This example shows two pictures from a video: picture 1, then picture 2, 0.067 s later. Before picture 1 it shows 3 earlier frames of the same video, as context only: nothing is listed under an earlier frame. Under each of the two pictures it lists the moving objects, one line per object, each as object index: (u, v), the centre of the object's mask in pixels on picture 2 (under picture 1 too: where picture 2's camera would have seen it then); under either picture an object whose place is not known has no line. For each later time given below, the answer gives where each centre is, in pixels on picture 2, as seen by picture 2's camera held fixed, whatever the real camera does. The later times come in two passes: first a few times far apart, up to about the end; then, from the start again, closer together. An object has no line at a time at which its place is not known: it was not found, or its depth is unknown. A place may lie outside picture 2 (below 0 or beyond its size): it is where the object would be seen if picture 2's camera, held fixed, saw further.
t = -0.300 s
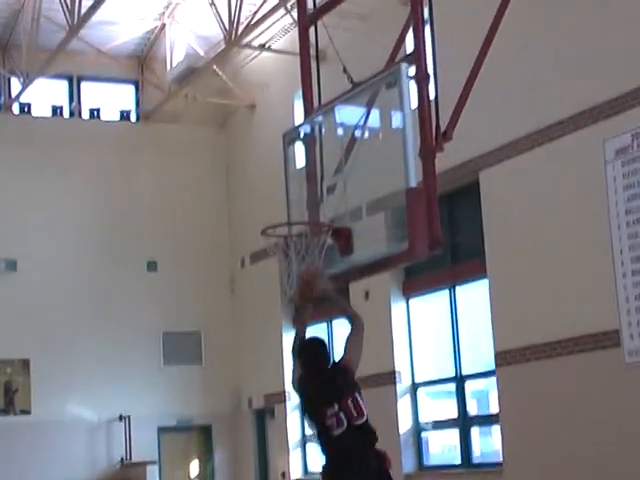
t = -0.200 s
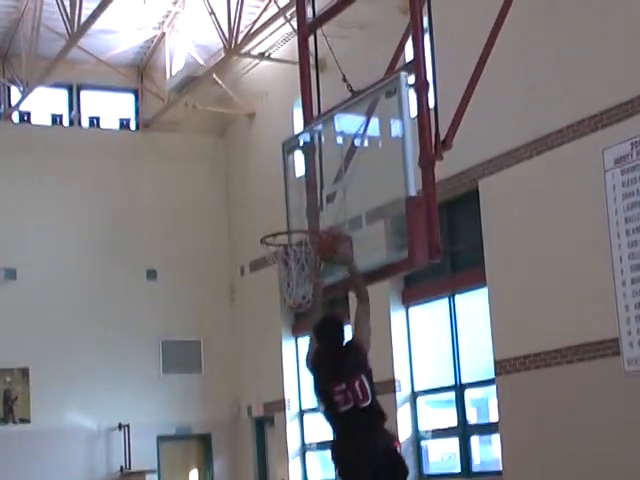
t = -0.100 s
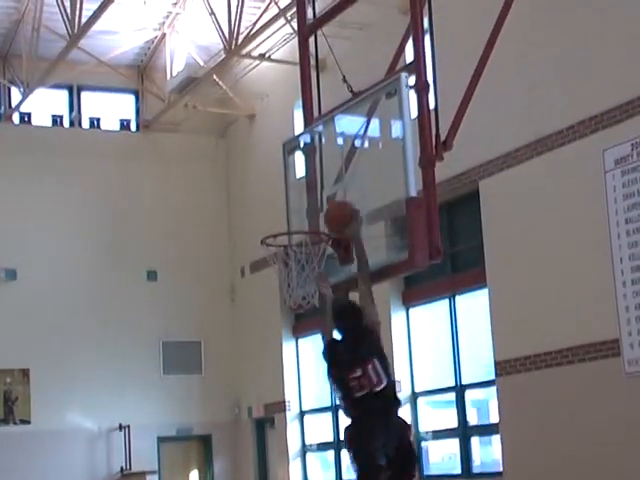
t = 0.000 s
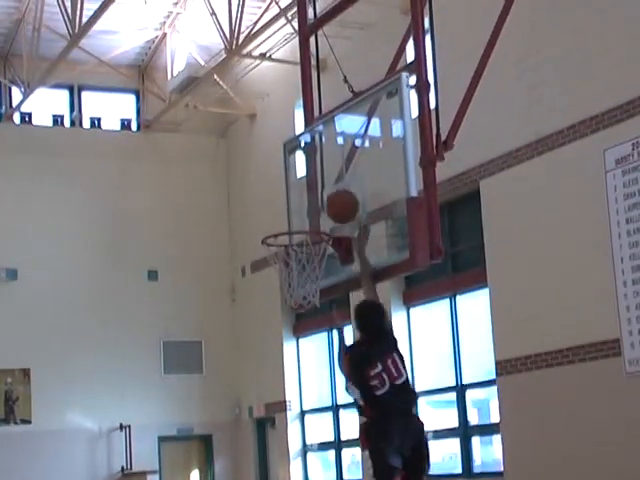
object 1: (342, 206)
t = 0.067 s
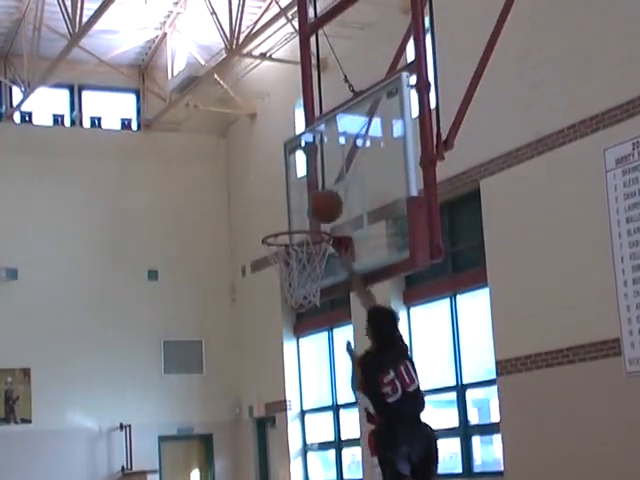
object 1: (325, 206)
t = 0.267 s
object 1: (279, 244)
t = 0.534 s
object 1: (318, 351)
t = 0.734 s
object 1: (349, 500)
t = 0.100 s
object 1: (317, 208)
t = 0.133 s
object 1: (309, 213)
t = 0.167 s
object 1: (300, 219)
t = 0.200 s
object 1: (294, 225)
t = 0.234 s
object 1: (285, 235)
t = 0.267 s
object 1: (279, 244)
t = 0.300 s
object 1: (282, 252)
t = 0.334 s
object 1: (287, 262)
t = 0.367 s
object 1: (288, 277)
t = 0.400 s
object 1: (299, 297)
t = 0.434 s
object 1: (303, 307)
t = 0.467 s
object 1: (307, 309)
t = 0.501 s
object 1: (312, 334)
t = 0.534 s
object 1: (318, 351)
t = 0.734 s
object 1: (349, 500)
